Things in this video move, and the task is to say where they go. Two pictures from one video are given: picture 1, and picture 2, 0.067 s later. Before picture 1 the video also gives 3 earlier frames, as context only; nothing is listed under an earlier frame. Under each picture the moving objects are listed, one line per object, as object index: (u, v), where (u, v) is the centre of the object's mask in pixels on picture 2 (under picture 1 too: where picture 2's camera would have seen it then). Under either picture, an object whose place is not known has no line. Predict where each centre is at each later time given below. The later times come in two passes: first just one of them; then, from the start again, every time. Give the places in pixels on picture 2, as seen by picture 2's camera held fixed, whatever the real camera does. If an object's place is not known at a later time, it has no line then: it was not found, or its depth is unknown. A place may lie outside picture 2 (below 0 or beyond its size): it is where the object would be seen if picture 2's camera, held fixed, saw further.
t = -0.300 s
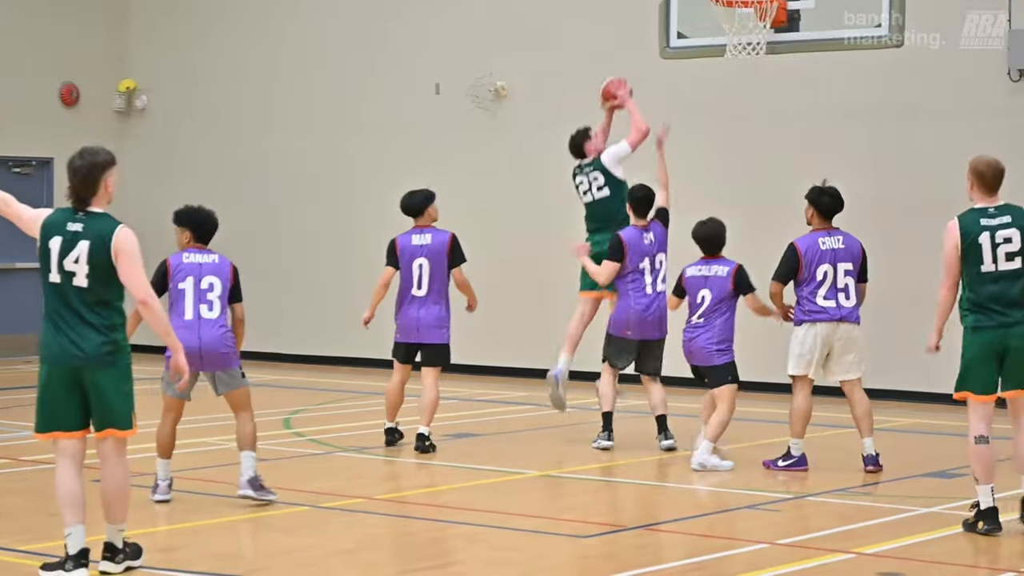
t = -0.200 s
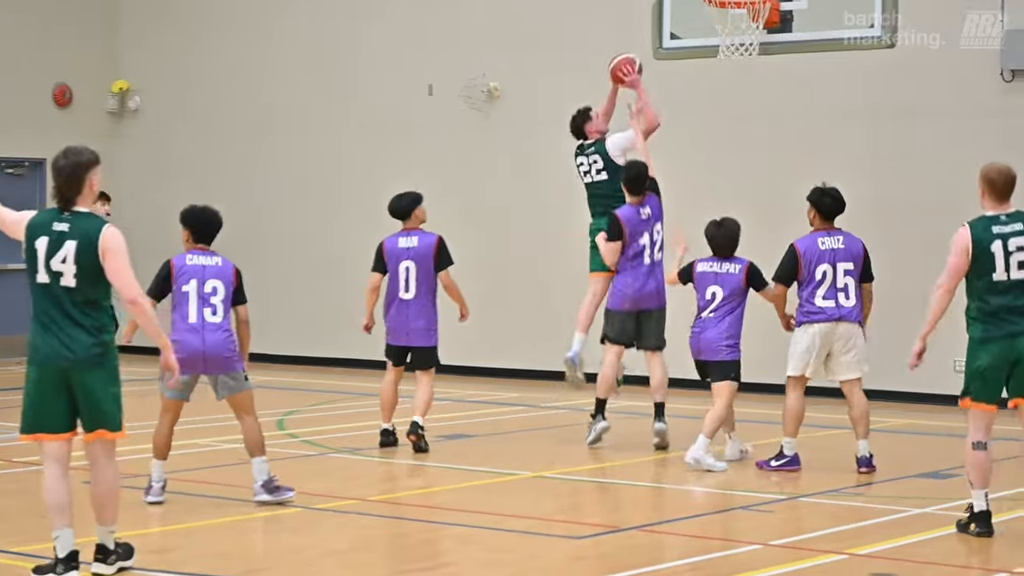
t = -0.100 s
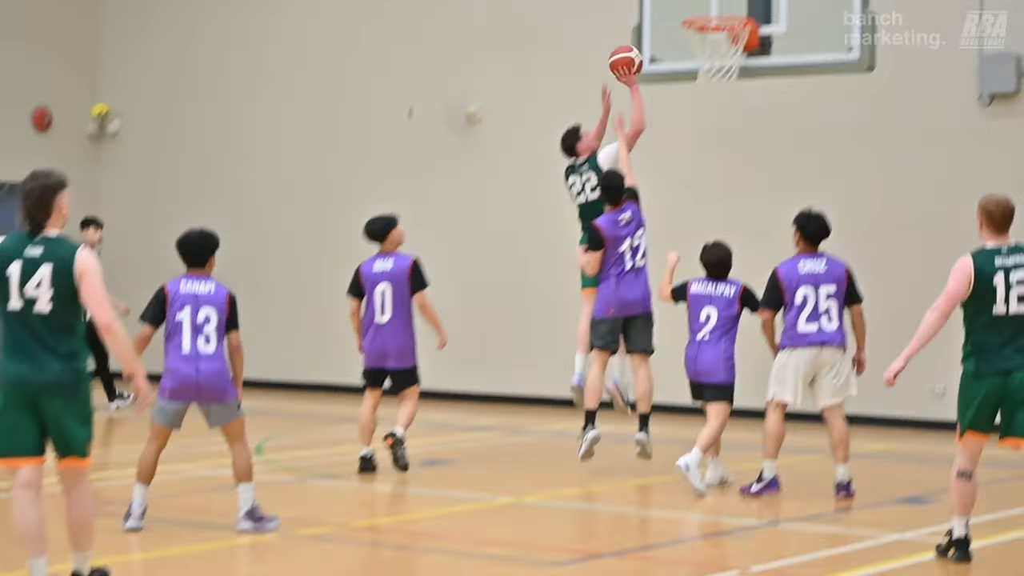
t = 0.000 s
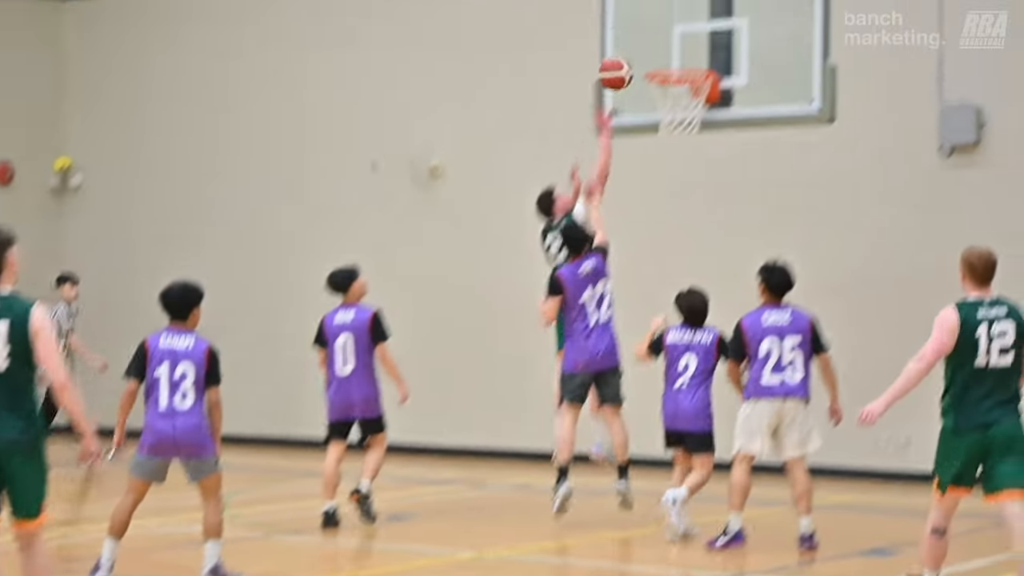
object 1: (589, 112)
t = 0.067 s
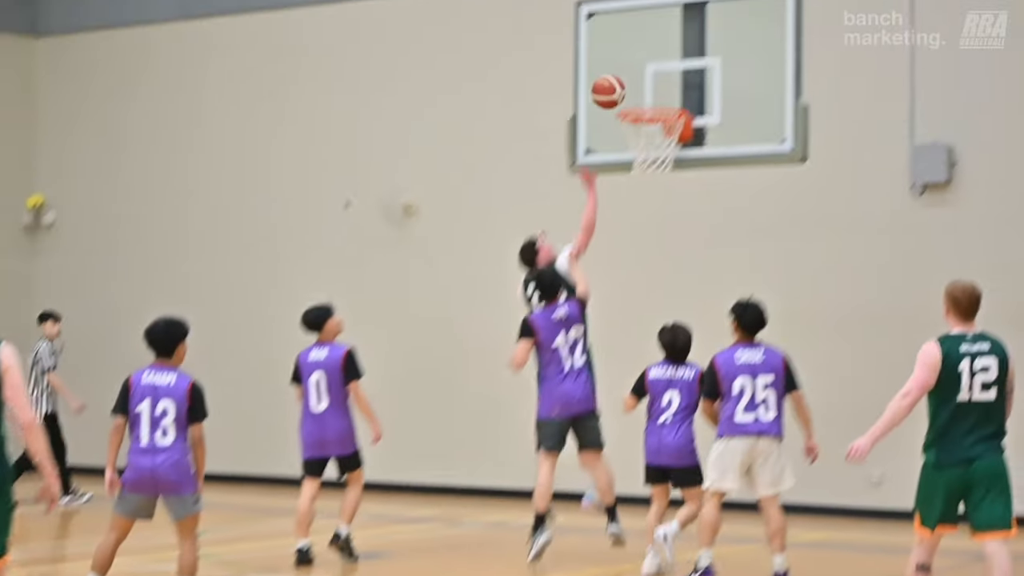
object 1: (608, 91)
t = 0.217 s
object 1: (650, 69)
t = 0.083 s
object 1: (613, 87)
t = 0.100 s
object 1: (618, 84)
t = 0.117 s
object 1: (622, 80)
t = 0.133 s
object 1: (627, 78)
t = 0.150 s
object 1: (631, 75)
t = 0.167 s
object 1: (636, 73)
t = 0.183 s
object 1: (641, 71)
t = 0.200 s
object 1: (645, 70)
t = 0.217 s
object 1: (650, 69)
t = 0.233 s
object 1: (655, 68)
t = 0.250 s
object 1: (660, 67)
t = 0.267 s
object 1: (664, 68)
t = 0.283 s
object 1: (668, 69)
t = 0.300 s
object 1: (669, 69)
